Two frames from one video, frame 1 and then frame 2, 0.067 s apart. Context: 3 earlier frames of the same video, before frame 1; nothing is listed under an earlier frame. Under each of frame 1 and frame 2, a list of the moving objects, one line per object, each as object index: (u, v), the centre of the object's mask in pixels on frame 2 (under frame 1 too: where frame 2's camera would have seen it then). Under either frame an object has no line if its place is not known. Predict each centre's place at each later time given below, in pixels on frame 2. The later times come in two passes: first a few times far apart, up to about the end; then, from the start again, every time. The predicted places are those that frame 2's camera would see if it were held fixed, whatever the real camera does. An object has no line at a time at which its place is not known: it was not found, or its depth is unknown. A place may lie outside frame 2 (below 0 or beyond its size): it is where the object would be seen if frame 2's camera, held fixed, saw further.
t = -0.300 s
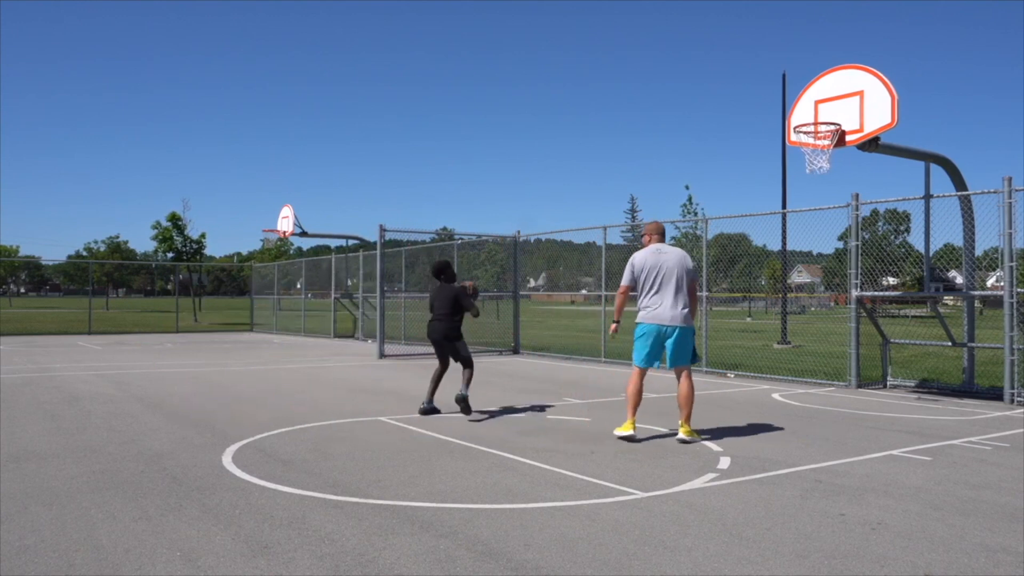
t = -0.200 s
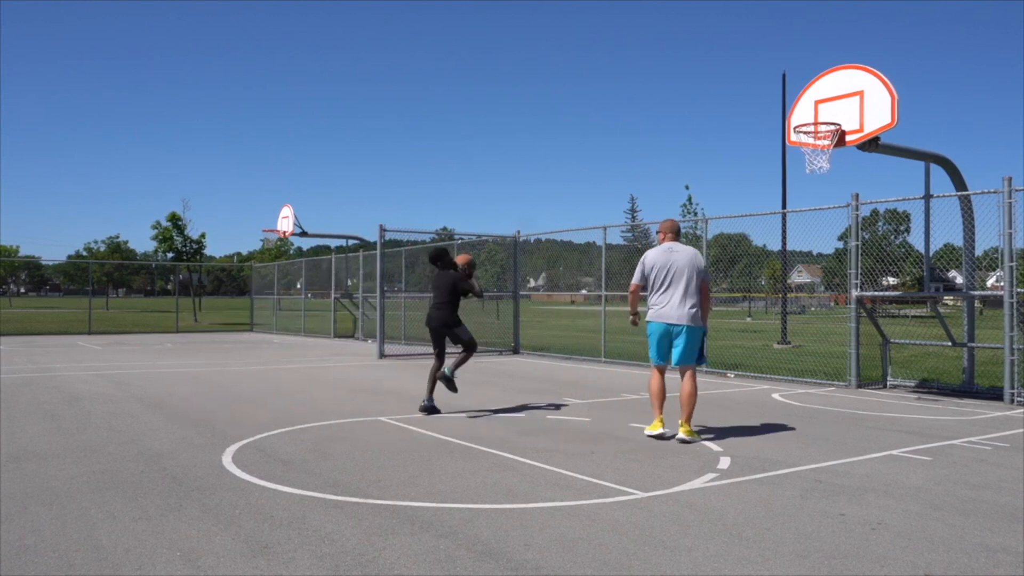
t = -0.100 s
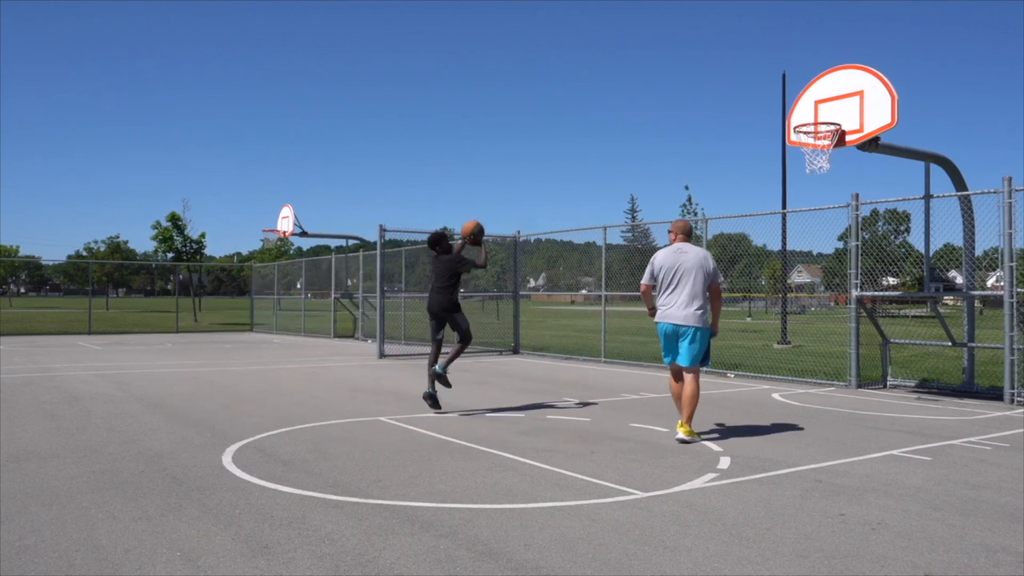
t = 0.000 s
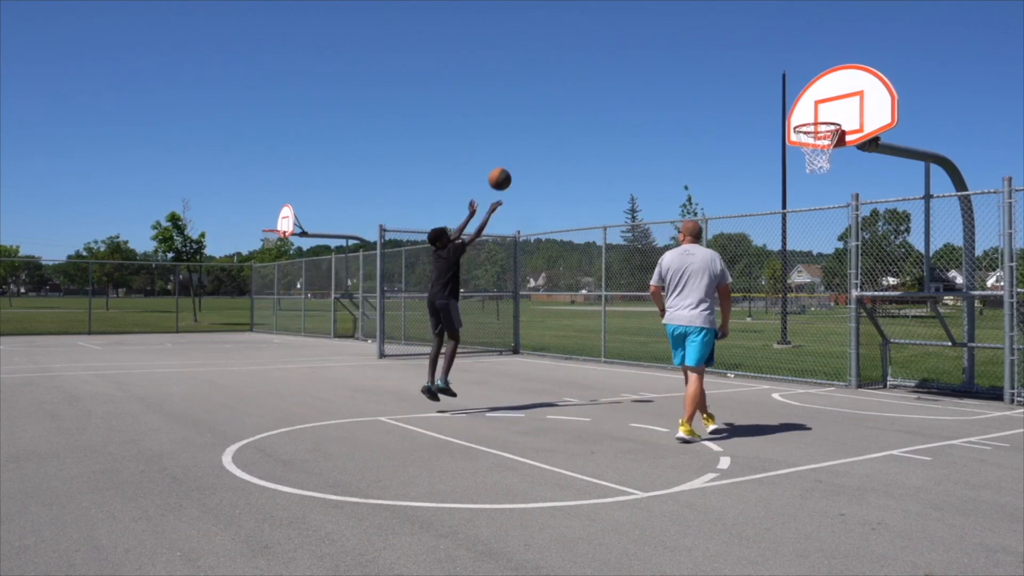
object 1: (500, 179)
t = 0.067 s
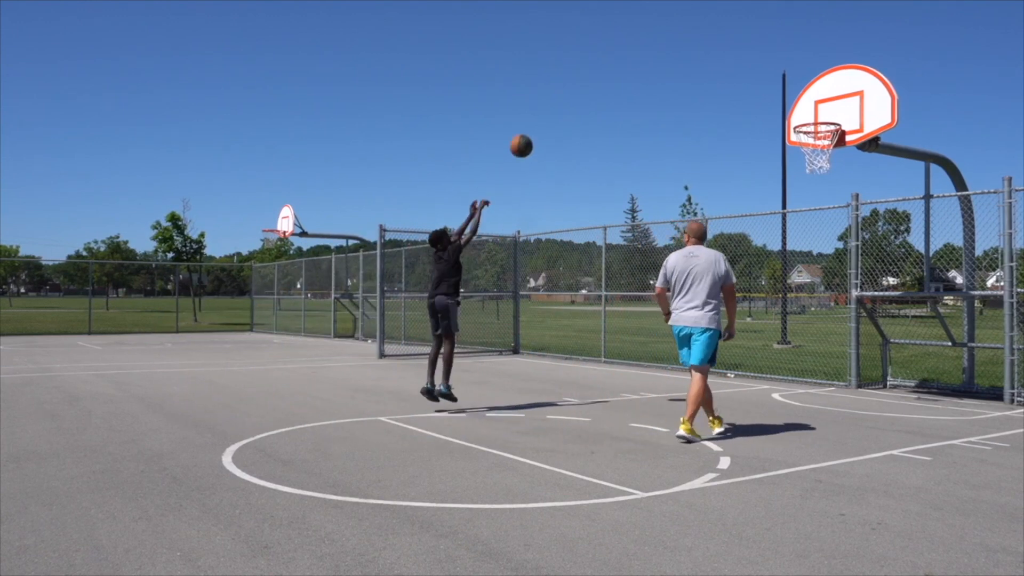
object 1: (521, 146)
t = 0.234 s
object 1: (574, 82)
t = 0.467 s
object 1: (645, 37)
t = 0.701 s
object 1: (713, 43)
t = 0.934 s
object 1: (778, 97)
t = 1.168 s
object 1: (802, 80)
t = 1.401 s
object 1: (814, 71)
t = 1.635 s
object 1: (825, 111)
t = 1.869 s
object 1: (821, 99)
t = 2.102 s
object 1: (816, 114)
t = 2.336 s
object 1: (812, 171)
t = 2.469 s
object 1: (810, 211)
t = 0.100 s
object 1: (532, 131)
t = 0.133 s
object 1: (542, 117)
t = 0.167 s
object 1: (553, 104)
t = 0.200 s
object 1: (563, 93)
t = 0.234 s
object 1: (574, 82)
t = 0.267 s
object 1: (584, 73)
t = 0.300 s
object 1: (595, 64)
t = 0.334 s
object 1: (605, 57)
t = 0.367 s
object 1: (615, 50)
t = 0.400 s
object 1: (625, 45)
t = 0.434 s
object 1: (635, 40)
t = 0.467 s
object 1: (645, 37)
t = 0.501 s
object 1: (655, 35)
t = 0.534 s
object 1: (665, 34)
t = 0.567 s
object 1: (675, 33)
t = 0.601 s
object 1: (684, 34)
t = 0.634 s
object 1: (694, 36)
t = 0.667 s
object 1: (704, 39)
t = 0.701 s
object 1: (713, 43)
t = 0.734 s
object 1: (722, 48)
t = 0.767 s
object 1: (732, 53)
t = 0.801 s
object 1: (741, 60)
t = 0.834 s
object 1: (750, 68)
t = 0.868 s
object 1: (760, 77)
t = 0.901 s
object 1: (769, 86)
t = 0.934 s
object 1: (778, 97)
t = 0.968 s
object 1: (787, 109)
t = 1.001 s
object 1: (794, 116)
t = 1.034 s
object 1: (795, 107)
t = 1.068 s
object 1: (797, 99)
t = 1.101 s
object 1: (799, 92)
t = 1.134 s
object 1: (800, 85)
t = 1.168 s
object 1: (802, 80)
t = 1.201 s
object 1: (804, 76)
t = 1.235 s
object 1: (805, 73)
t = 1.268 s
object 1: (807, 70)
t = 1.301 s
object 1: (809, 69)
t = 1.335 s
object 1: (810, 69)
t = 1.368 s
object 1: (812, 69)
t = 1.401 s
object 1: (814, 71)
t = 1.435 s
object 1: (815, 74)
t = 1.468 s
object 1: (817, 78)
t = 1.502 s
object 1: (819, 83)
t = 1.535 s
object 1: (820, 88)
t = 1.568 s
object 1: (822, 95)
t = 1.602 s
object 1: (824, 103)
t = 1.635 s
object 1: (825, 111)
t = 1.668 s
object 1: (826, 120)
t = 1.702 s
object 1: (825, 114)
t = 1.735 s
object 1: (824, 110)
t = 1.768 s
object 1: (824, 106)
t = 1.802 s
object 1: (823, 103)
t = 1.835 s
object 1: (822, 100)
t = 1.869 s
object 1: (821, 99)
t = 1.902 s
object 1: (820, 98)
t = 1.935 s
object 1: (820, 99)
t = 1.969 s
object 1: (819, 100)
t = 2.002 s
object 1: (818, 103)
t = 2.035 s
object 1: (817, 106)
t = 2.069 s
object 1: (817, 111)
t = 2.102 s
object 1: (816, 114)
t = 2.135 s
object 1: (815, 123)
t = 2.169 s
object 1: (814, 131)
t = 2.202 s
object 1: (813, 139)
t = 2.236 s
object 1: (812, 148)
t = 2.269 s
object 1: (812, 157)
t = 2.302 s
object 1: (812, 163)
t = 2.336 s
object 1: (812, 171)
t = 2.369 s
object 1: (811, 179)
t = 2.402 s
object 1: (811, 188)
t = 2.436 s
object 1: (810, 199)
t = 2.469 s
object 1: (810, 211)
